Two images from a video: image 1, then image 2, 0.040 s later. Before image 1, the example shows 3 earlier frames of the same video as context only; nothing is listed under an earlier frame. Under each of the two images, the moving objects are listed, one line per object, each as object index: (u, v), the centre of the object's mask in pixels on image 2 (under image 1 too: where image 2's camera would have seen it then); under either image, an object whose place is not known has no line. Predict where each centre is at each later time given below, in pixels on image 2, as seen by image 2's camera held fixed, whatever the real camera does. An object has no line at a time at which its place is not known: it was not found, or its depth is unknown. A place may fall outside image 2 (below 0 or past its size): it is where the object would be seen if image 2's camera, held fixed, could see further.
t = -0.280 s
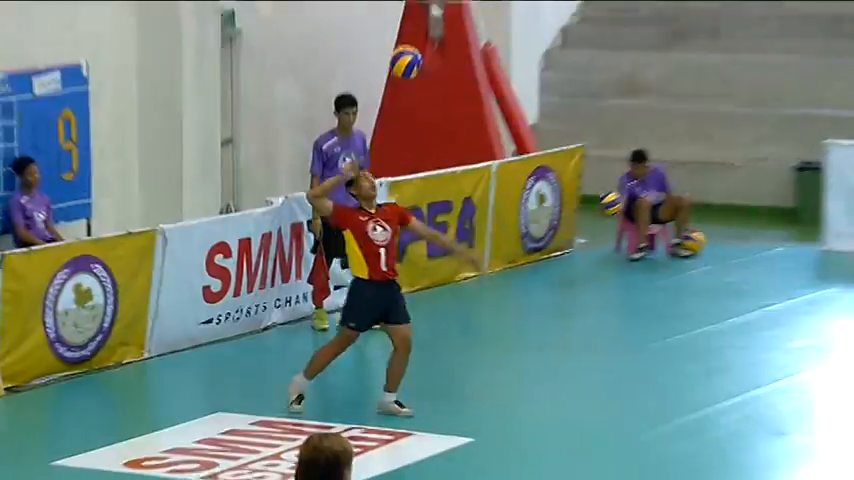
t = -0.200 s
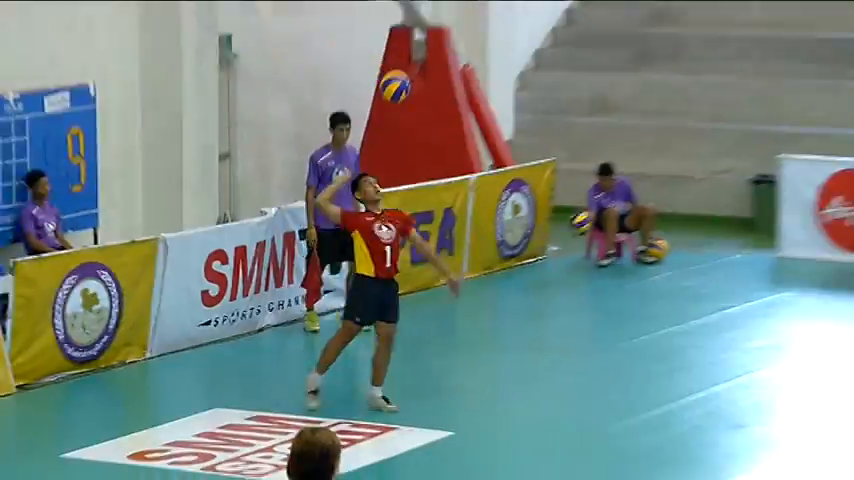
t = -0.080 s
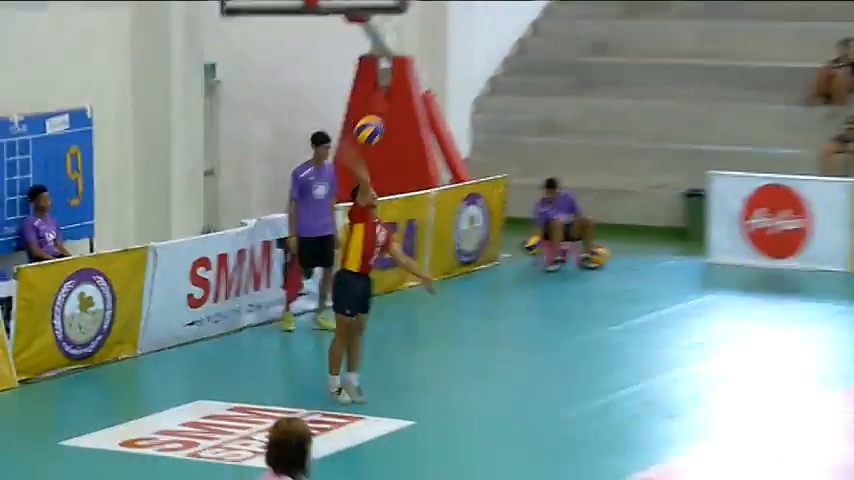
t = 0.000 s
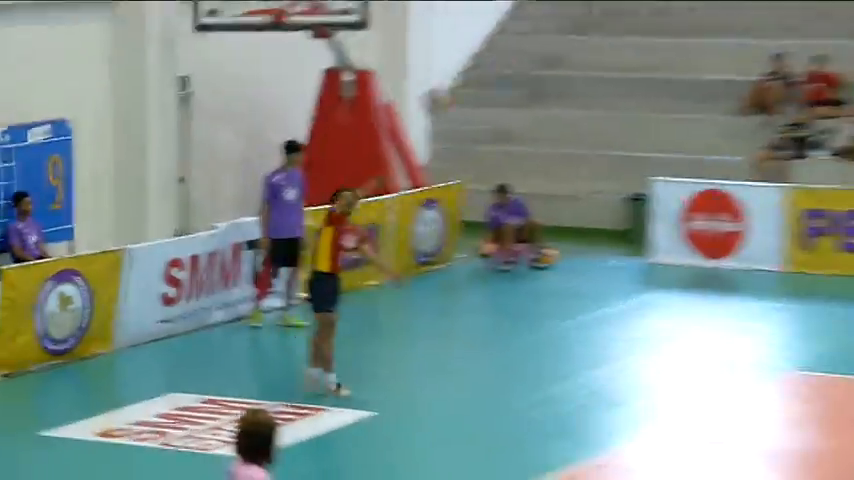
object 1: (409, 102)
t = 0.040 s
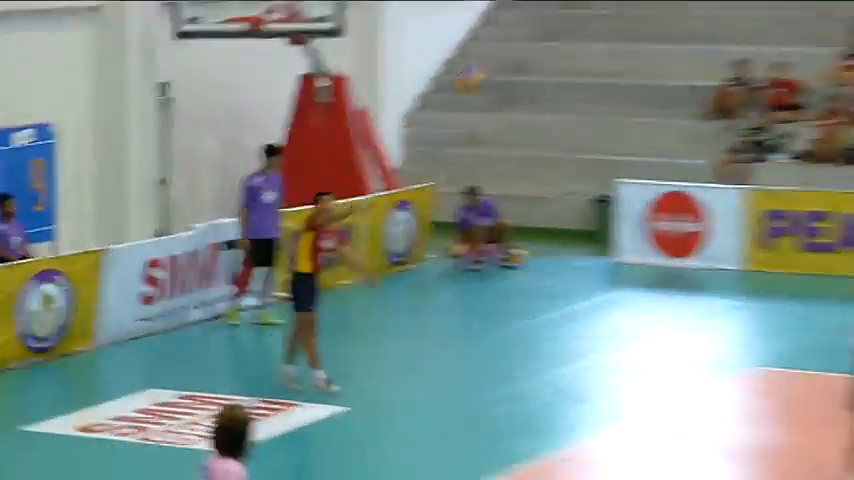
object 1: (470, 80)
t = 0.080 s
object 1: (532, 61)
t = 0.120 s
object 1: (596, 40)
